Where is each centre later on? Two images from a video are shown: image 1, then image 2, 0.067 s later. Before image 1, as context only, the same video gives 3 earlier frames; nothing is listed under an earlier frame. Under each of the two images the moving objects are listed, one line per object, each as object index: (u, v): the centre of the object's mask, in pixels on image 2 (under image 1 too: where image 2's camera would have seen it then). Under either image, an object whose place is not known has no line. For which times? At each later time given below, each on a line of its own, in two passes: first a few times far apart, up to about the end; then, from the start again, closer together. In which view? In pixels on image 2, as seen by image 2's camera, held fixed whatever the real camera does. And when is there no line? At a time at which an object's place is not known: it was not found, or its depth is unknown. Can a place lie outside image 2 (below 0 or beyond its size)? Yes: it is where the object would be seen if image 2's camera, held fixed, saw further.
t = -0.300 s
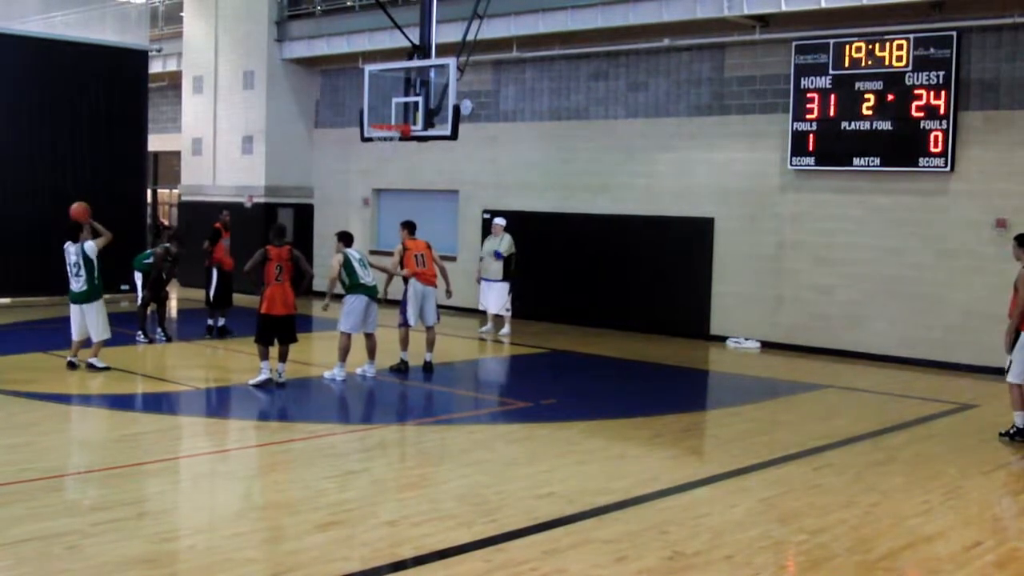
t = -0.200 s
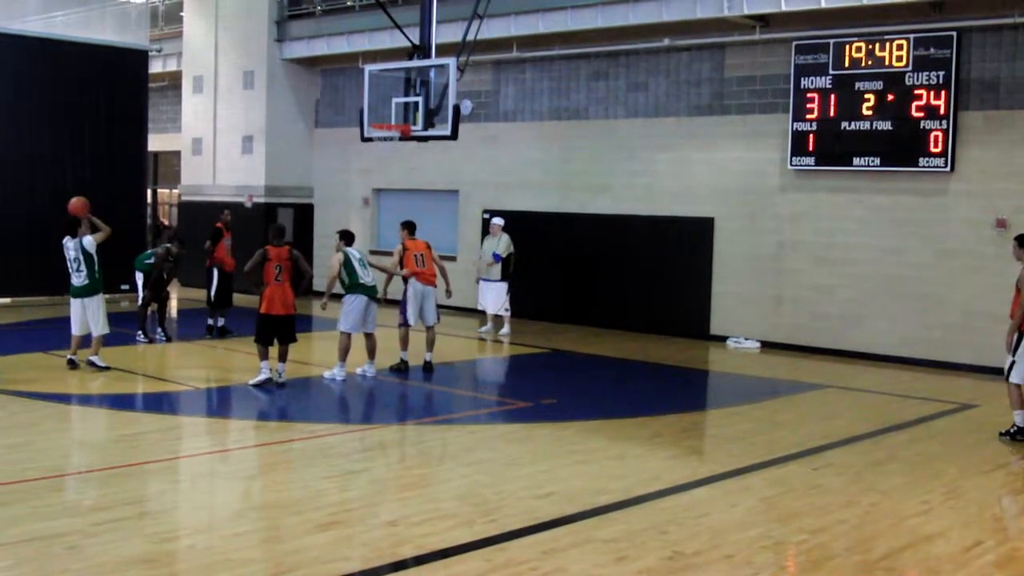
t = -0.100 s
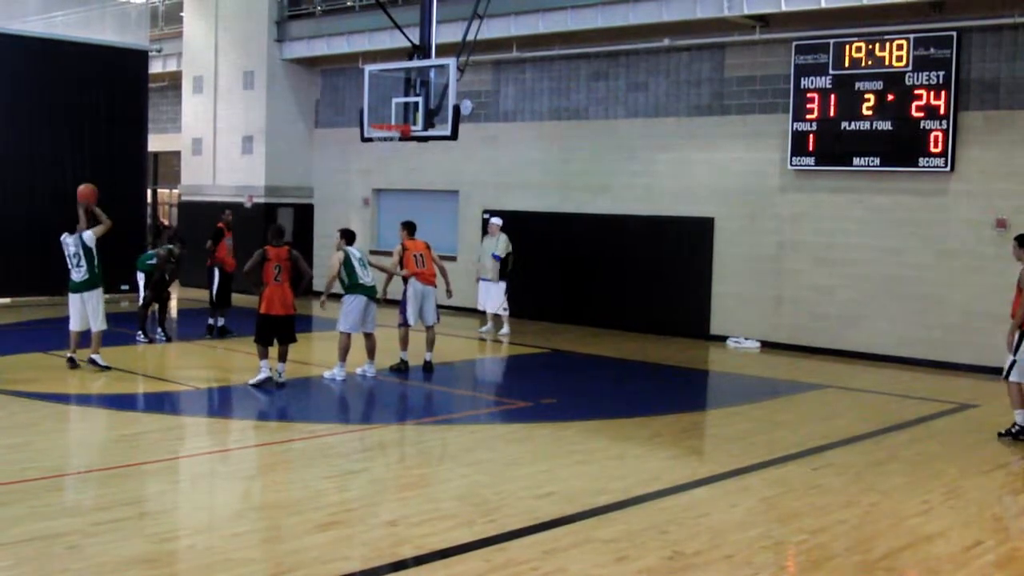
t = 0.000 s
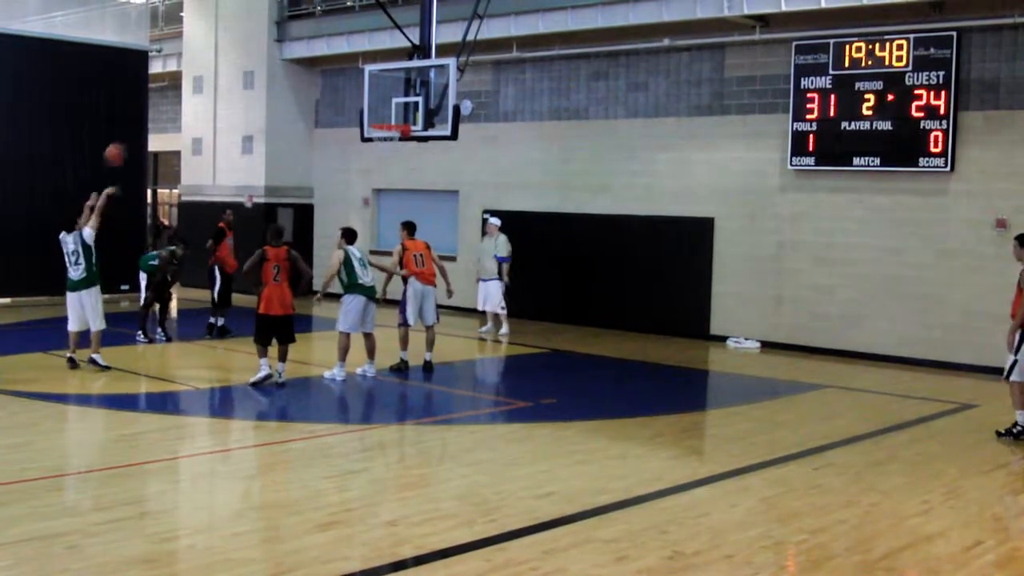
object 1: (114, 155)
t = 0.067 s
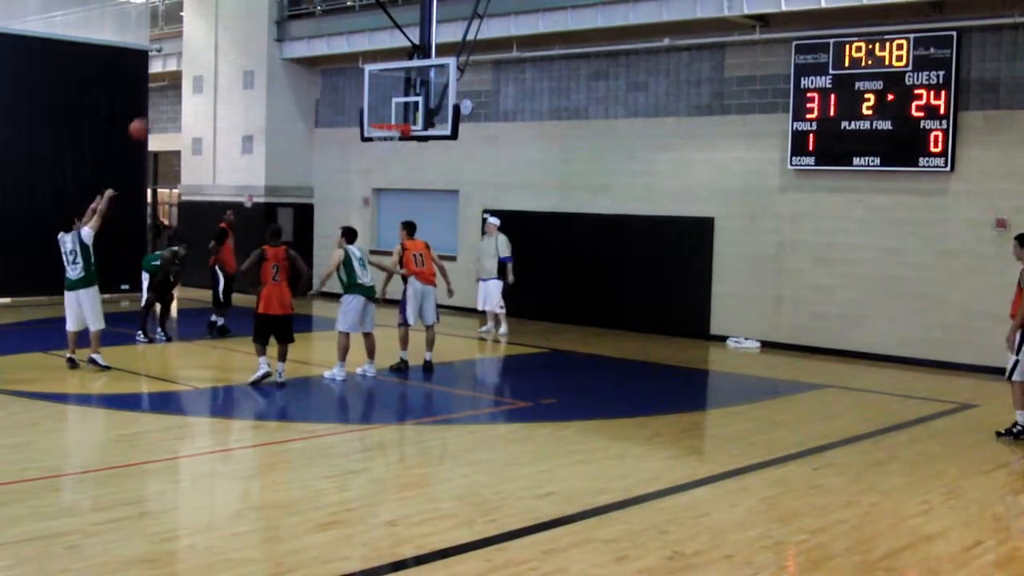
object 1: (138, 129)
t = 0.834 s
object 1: (370, 111)
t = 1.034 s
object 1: (386, 98)
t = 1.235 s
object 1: (394, 99)
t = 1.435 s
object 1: (406, 129)
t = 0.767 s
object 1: (353, 96)
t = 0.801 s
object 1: (364, 102)
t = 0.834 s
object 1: (370, 111)
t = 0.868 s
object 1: (377, 118)
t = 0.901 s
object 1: (378, 113)
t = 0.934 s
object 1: (380, 109)
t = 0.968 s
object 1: (381, 107)
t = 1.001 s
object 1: (383, 101)
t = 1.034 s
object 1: (386, 98)
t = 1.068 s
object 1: (388, 97)
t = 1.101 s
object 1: (389, 97)
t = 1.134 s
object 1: (391, 97)
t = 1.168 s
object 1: (392, 98)
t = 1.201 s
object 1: (394, 98)
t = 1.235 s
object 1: (394, 99)
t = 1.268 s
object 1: (395, 101)
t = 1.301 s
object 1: (399, 108)
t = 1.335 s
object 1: (401, 113)
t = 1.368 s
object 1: (402, 120)
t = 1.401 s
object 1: (403, 125)
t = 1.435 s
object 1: (406, 129)
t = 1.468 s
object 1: (410, 130)
